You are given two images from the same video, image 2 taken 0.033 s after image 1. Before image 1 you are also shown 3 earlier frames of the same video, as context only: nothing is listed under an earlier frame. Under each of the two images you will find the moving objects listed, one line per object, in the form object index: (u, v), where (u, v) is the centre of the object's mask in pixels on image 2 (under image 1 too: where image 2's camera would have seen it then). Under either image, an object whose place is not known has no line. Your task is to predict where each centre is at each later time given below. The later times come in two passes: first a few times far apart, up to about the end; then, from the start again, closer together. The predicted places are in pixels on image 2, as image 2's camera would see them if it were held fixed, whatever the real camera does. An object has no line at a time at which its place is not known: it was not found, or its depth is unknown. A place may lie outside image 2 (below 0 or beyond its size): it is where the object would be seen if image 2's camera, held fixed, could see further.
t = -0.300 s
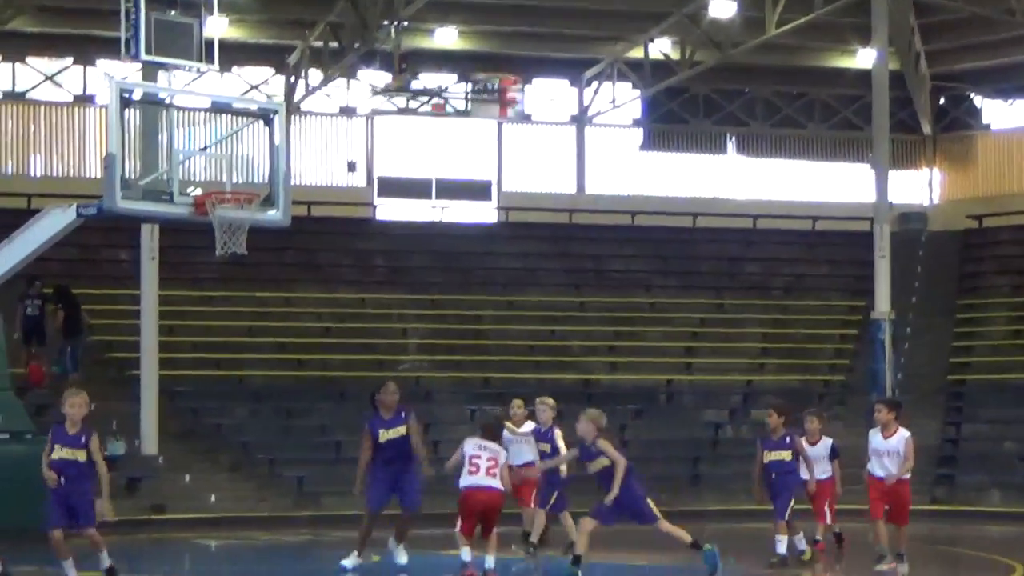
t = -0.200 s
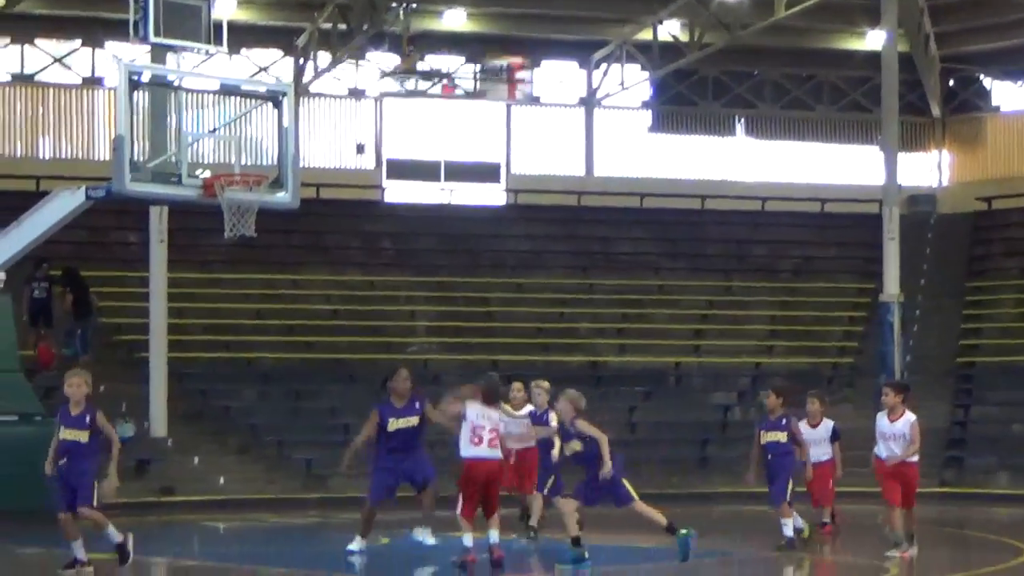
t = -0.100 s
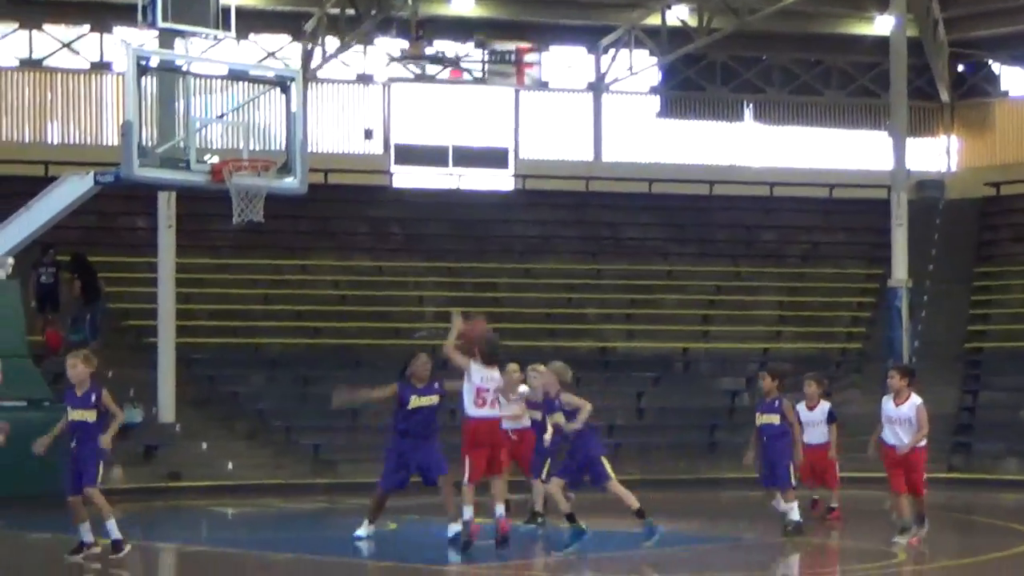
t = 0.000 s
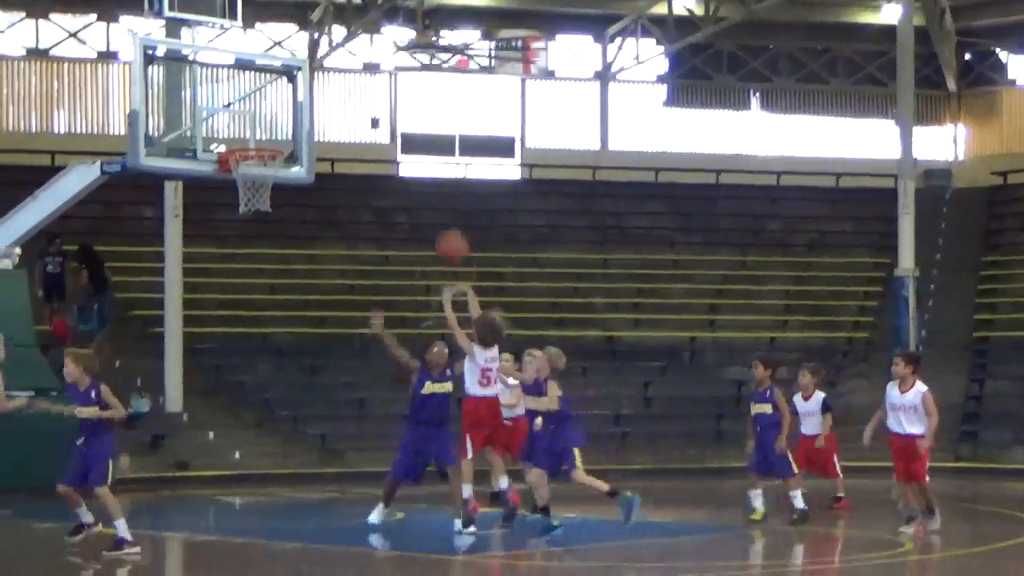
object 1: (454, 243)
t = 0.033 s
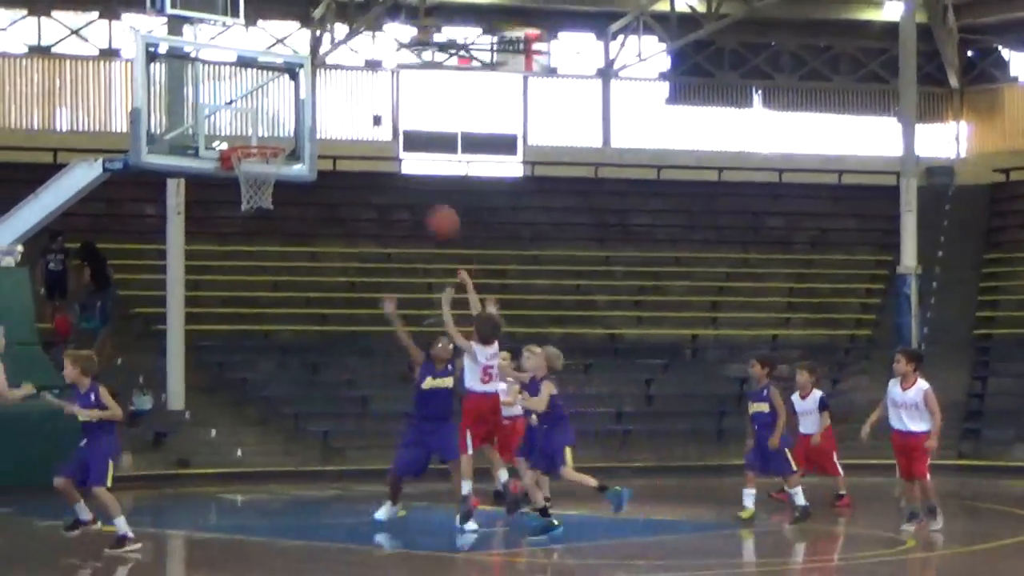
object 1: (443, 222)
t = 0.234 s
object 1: (378, 126)
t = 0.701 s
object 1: (243, 110)
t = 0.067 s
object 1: (432, 202)
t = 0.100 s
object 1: (420, 185)
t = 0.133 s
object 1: (408, 169)
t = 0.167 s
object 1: (397, 152)
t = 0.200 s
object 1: (387, 140)
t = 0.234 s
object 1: (378, 126)
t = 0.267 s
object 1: (367, 116)
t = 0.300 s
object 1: (357, 106)
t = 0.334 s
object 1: (345, 99)
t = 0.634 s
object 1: (259, 97)
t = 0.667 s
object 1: (251, 103)
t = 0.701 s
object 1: (243, 110)
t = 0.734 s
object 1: (235, 118)
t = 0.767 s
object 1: (227, 129)
